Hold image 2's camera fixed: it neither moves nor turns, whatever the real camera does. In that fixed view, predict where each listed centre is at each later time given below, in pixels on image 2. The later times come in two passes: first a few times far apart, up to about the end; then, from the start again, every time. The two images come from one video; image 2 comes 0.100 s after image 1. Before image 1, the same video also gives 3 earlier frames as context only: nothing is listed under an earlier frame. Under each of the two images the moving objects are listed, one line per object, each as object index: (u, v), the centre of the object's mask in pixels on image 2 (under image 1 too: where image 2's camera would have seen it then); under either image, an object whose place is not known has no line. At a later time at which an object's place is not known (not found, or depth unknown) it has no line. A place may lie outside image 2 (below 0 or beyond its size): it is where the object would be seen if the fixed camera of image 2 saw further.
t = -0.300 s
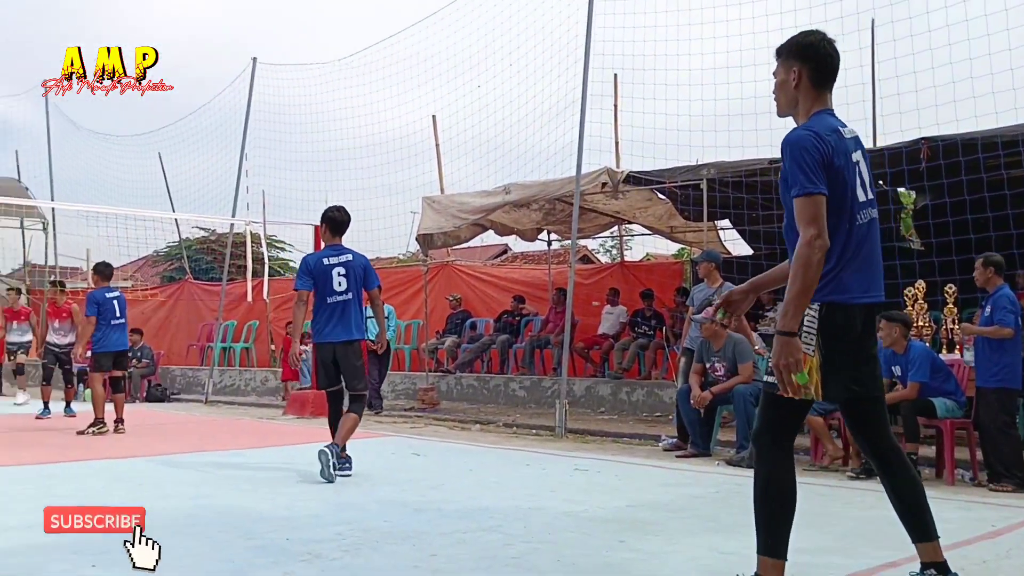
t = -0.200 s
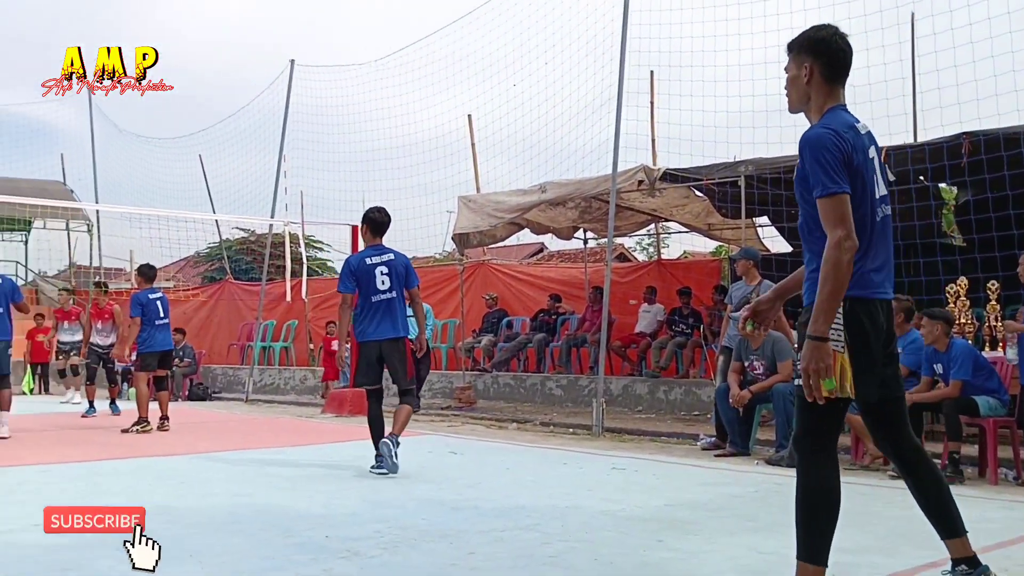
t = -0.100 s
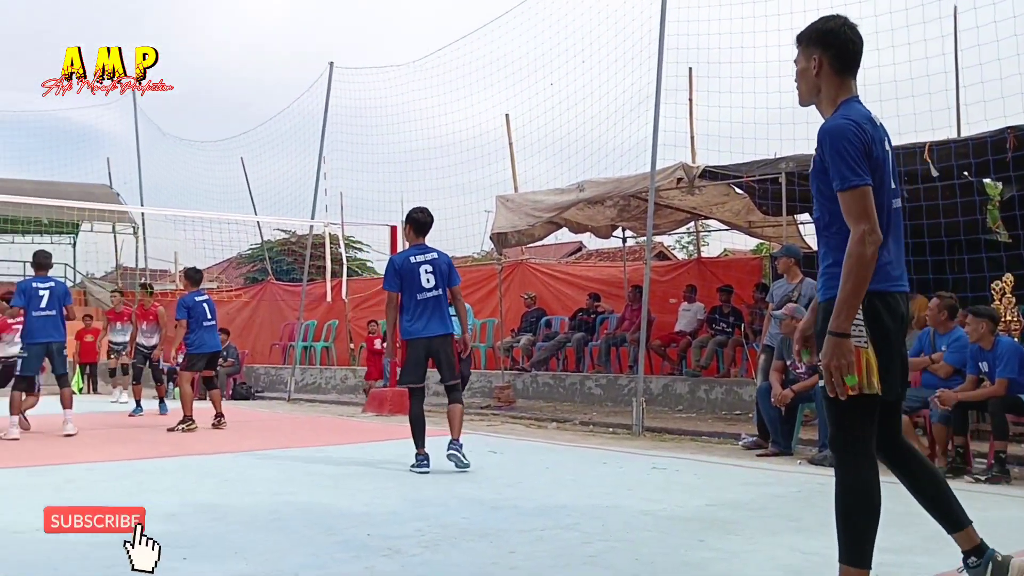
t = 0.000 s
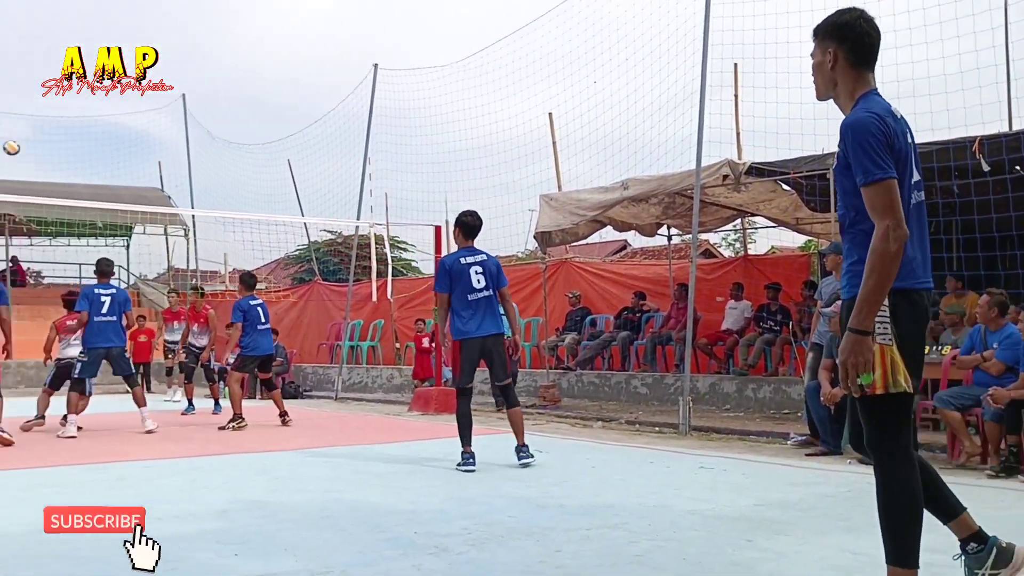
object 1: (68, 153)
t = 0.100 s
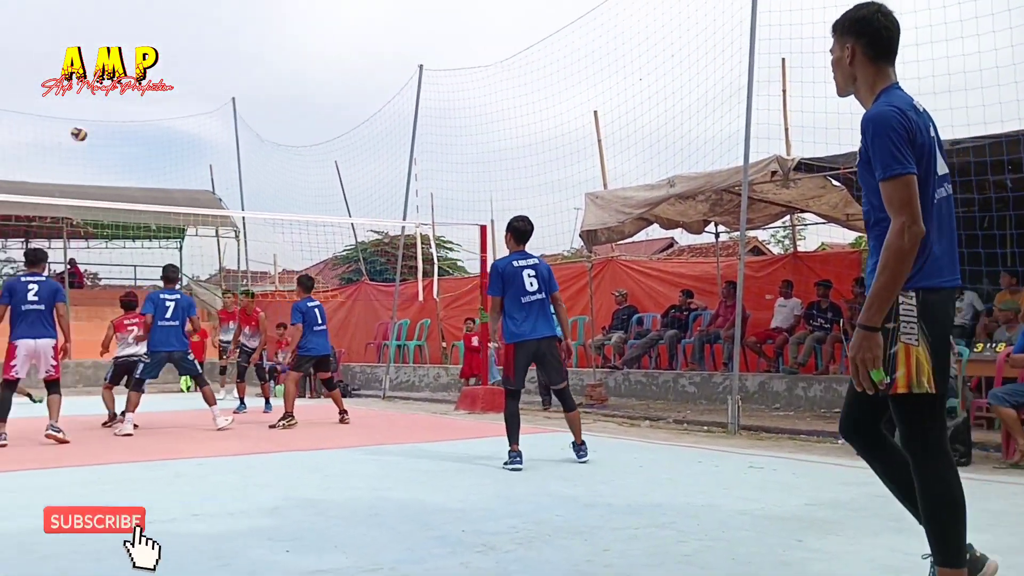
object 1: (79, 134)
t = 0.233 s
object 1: (93, 120)
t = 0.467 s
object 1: (118, 125)
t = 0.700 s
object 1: (143, 171)
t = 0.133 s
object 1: (82, 129)
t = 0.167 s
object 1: (85, 125)
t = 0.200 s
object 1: (90, 122)
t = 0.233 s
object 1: (93, 120)
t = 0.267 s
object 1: (97, 118)
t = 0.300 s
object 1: (100, 118)
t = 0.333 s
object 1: (104, 117)
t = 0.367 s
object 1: (108, 118)
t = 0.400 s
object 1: (111, 119)
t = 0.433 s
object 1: (115, 122)
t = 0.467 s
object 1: (118, 125)
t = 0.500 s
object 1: (122, 129)
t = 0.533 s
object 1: (125, 133)
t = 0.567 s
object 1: (129, 139)
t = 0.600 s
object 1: (132, 146)
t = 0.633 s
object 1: (136, 153)
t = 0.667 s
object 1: (140, 162)
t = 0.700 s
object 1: (143, 171)
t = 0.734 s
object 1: (146, 181)
